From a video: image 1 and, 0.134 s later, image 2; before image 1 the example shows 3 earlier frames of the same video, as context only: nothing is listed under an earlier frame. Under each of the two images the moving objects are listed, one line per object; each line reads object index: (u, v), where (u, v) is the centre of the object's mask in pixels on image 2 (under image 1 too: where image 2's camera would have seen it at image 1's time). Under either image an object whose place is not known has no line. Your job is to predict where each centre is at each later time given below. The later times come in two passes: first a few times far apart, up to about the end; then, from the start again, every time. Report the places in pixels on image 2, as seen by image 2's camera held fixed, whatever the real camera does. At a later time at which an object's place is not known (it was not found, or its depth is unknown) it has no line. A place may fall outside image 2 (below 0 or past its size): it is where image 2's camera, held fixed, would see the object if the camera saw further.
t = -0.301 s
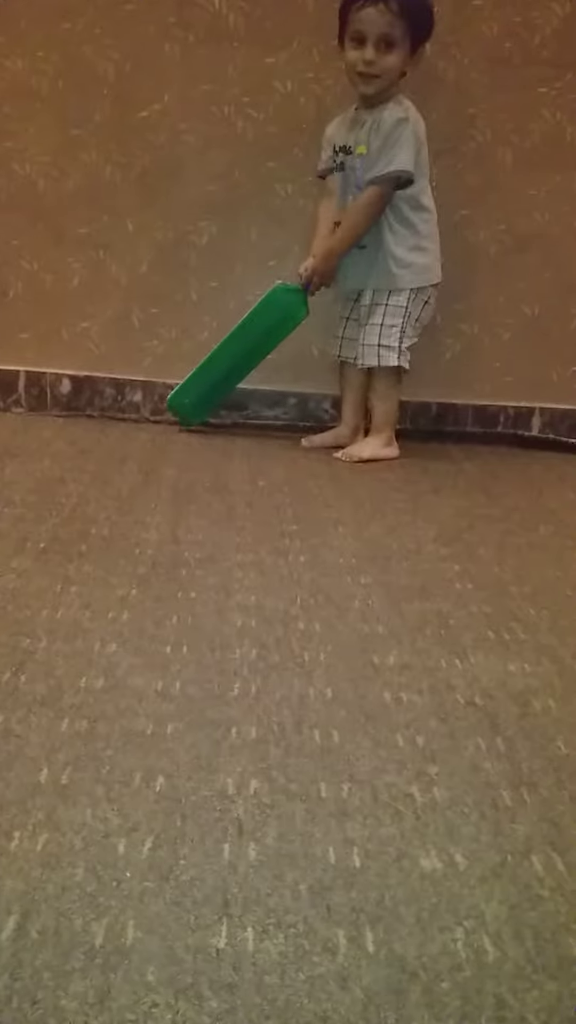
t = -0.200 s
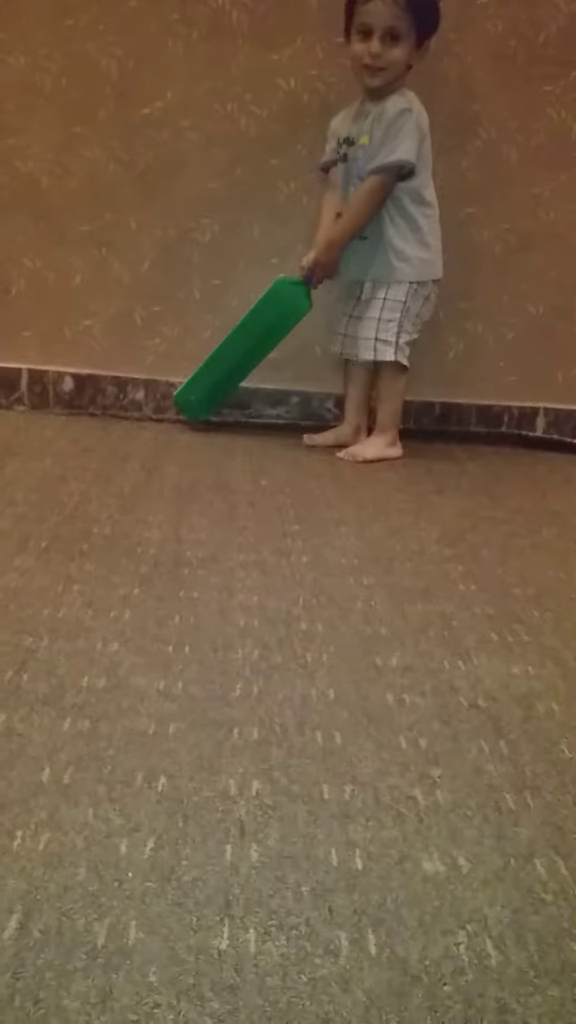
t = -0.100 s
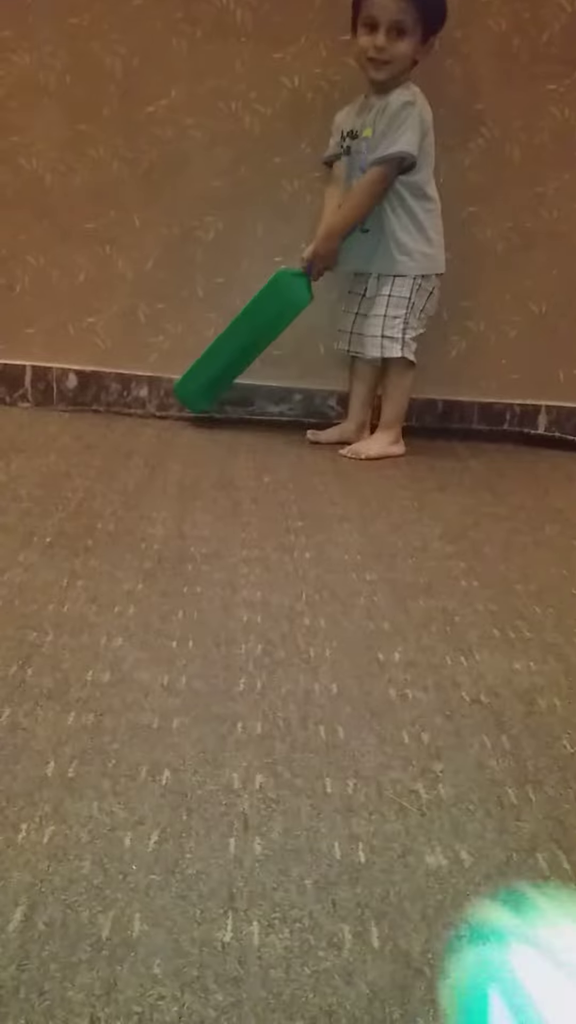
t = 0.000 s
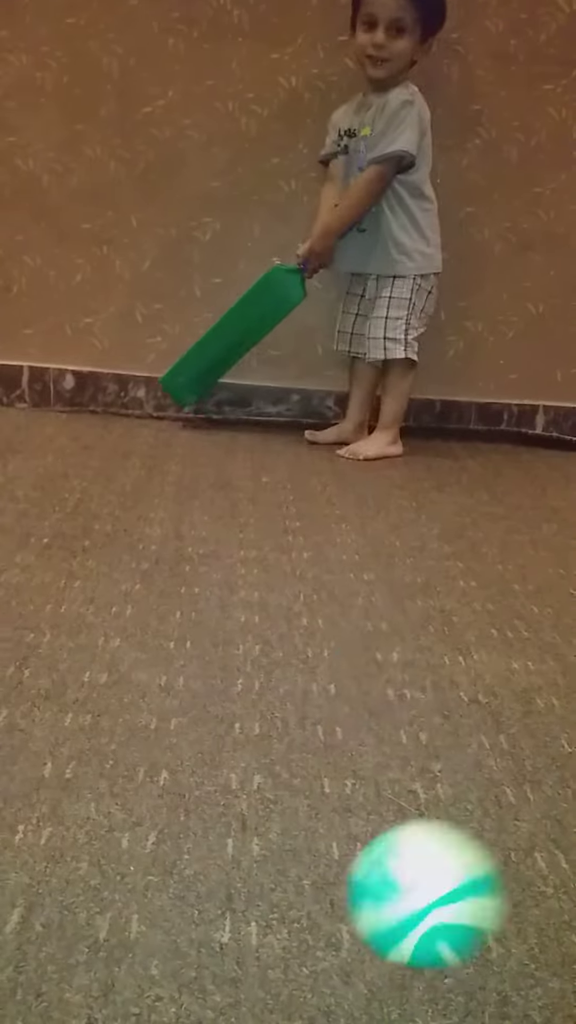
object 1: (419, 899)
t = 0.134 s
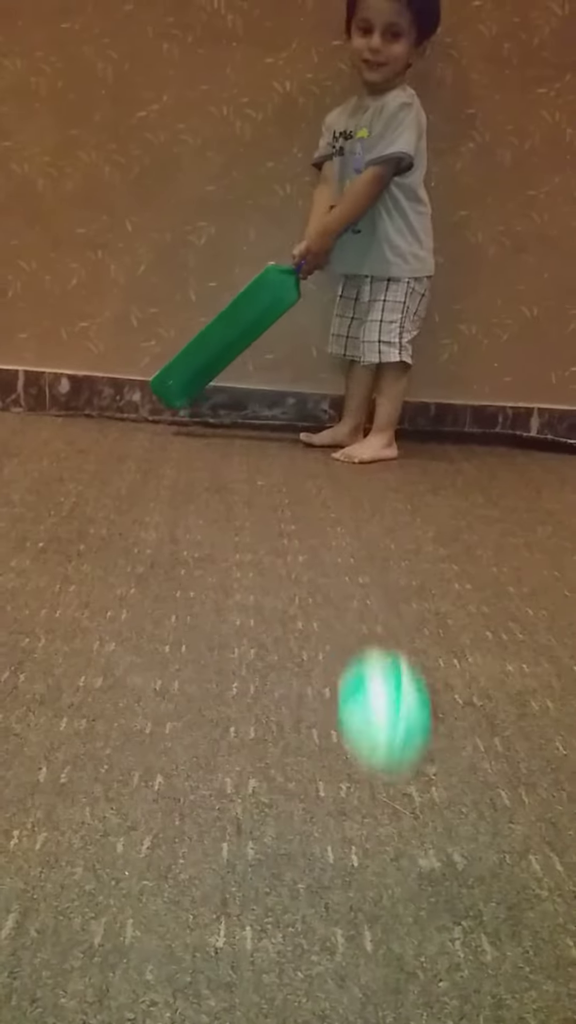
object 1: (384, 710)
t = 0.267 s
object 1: (370, 661)
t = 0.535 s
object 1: (359, 615)
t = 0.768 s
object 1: (367, 566)
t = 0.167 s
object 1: (382, 674)
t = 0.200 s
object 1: (379, 657)
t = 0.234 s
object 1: (375, 654)
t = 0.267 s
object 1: (370, 661)
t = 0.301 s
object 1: (364, 680)
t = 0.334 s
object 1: (362, 670)
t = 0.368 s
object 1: (364, 631)
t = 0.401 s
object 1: (364, 609)
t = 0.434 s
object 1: (364, 598)
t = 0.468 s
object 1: (363, 597)
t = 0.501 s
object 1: (361, 606)
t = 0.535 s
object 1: (359, 615)
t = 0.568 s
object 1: (360, 592)
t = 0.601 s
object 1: (361, 581)
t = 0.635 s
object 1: (361, 580)
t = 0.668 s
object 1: (361, 585)
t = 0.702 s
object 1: (363, 577)
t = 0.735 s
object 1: (365, 569)
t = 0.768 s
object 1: (367, 566)
